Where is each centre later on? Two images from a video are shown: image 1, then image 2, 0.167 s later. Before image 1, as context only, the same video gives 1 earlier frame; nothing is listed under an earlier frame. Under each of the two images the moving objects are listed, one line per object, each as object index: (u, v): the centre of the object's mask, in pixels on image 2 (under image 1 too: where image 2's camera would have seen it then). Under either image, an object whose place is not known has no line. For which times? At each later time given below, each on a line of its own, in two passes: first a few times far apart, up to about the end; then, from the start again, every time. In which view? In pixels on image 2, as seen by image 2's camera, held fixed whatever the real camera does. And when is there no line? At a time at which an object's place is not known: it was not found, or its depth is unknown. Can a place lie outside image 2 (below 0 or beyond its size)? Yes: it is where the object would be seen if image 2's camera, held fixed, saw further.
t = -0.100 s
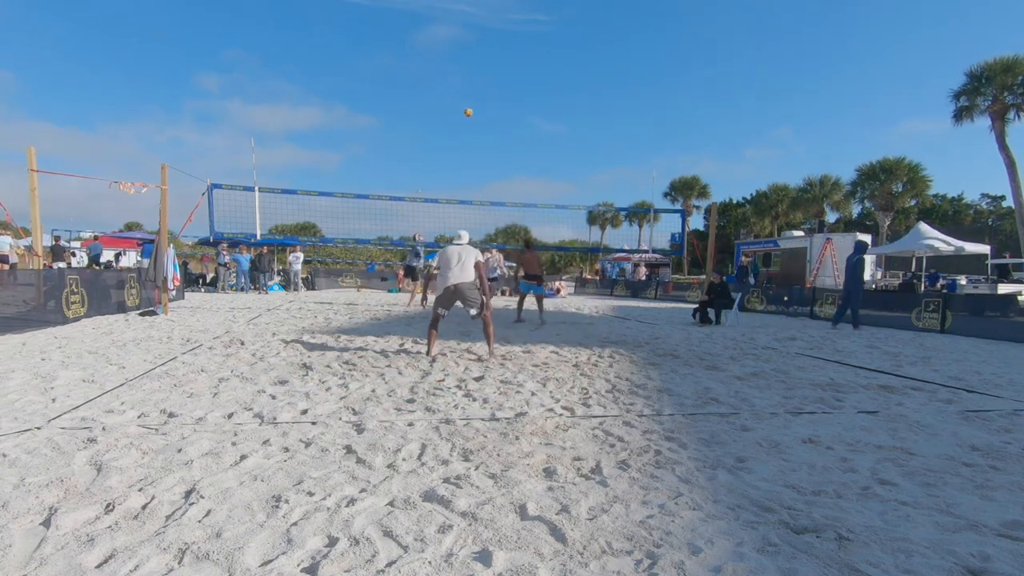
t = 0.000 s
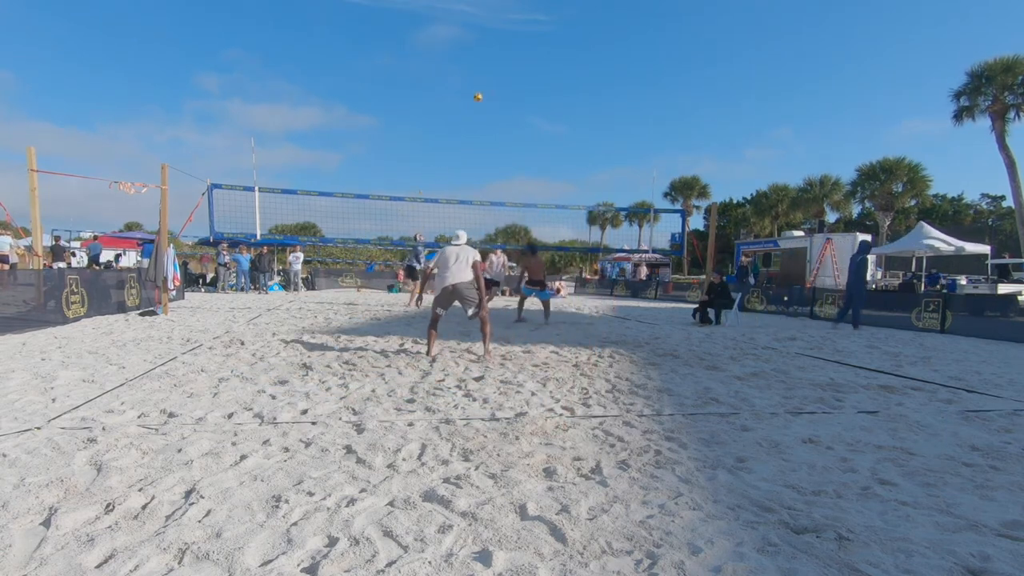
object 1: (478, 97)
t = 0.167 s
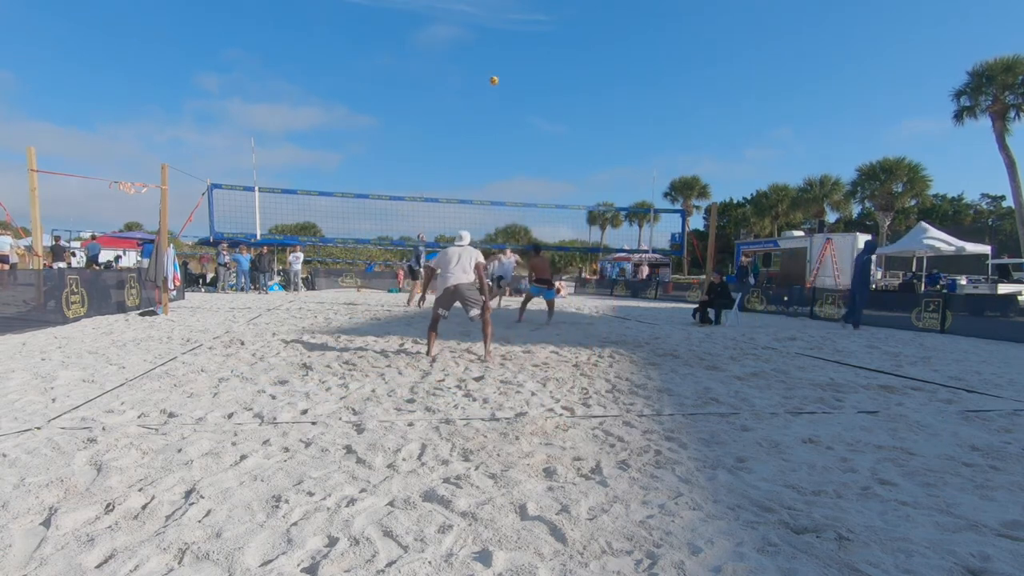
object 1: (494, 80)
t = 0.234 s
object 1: (500, 77)
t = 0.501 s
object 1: (527, 82)
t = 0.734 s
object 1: (550, 110)
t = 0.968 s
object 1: (574, 163)
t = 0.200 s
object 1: (497, 78)
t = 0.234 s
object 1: (500, 77)
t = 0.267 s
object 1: (504, 76)
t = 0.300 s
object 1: (507, 75)
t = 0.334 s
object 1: (510, 75)
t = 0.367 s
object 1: (513, 75)
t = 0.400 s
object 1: (517, 76)
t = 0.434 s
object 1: (520, 77)
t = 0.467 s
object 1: (524, 79)
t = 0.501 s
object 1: (527, 82)
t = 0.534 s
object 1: (530, 85)
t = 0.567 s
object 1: (533, 88)
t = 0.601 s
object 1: (537, 91)
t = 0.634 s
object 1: (540, 95)
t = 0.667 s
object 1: (544, 100)
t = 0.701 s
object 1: (547, 105)
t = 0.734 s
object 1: (550, 110)
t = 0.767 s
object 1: (554, 117)
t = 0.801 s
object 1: (557, 123)
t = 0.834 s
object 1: (560, 130)
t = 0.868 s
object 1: (564, 138)
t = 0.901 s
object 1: (567, 146)
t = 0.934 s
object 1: (570, 154)
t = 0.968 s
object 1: (574, 163)
